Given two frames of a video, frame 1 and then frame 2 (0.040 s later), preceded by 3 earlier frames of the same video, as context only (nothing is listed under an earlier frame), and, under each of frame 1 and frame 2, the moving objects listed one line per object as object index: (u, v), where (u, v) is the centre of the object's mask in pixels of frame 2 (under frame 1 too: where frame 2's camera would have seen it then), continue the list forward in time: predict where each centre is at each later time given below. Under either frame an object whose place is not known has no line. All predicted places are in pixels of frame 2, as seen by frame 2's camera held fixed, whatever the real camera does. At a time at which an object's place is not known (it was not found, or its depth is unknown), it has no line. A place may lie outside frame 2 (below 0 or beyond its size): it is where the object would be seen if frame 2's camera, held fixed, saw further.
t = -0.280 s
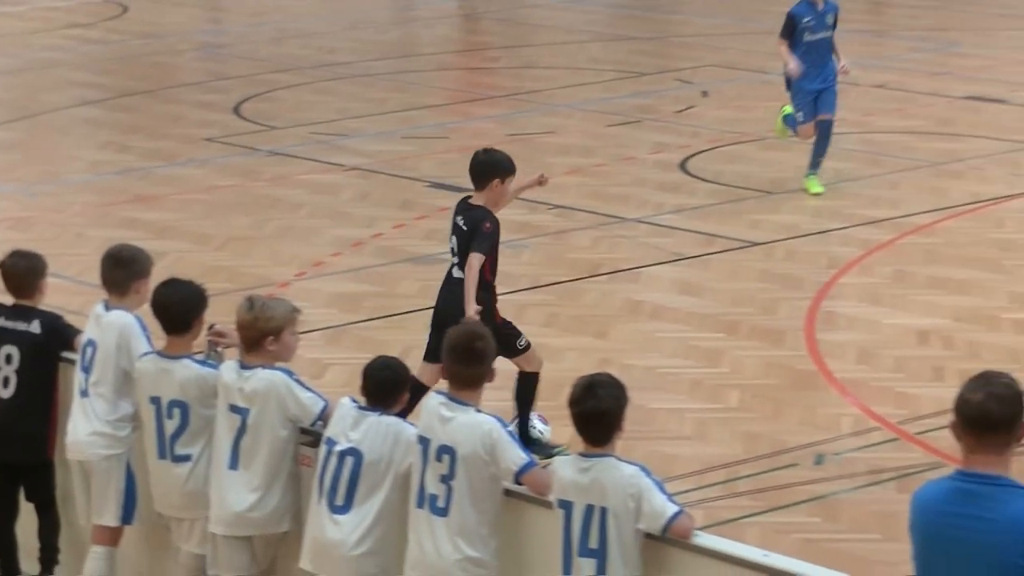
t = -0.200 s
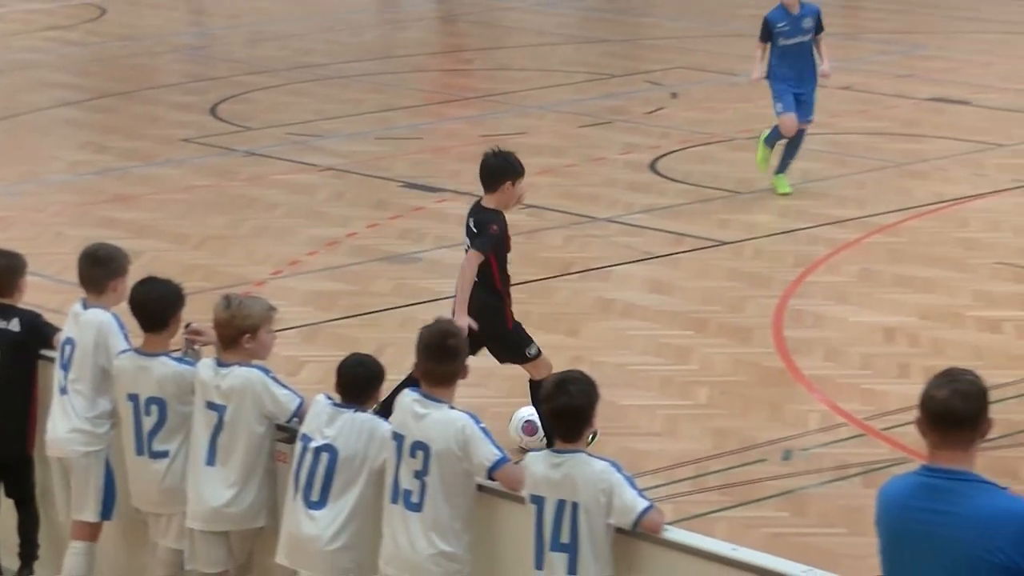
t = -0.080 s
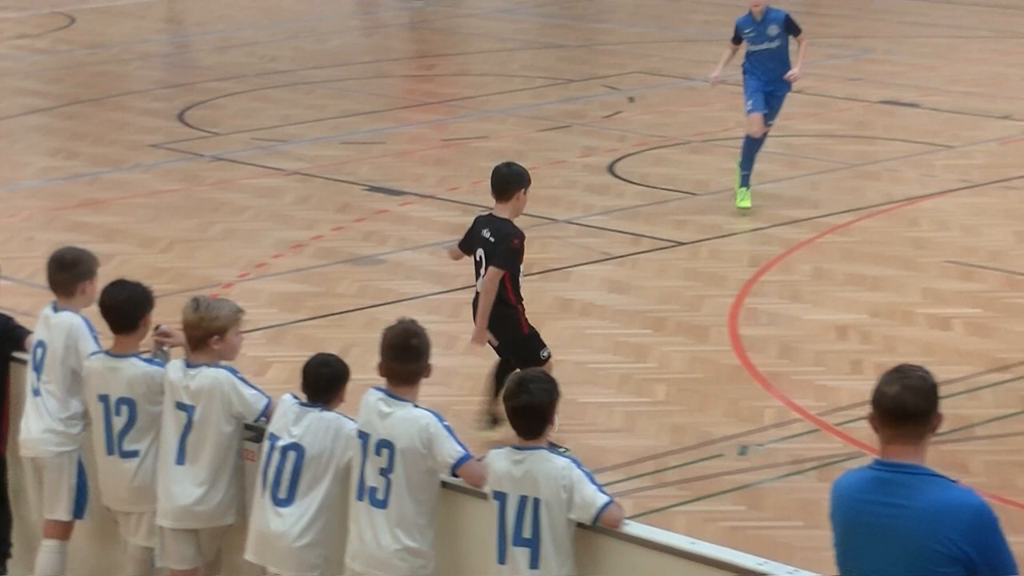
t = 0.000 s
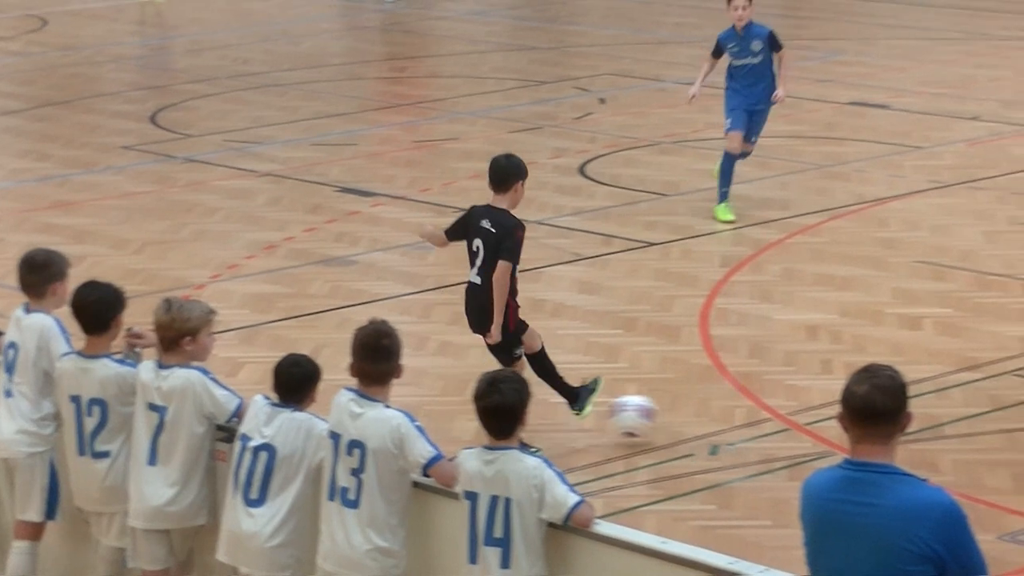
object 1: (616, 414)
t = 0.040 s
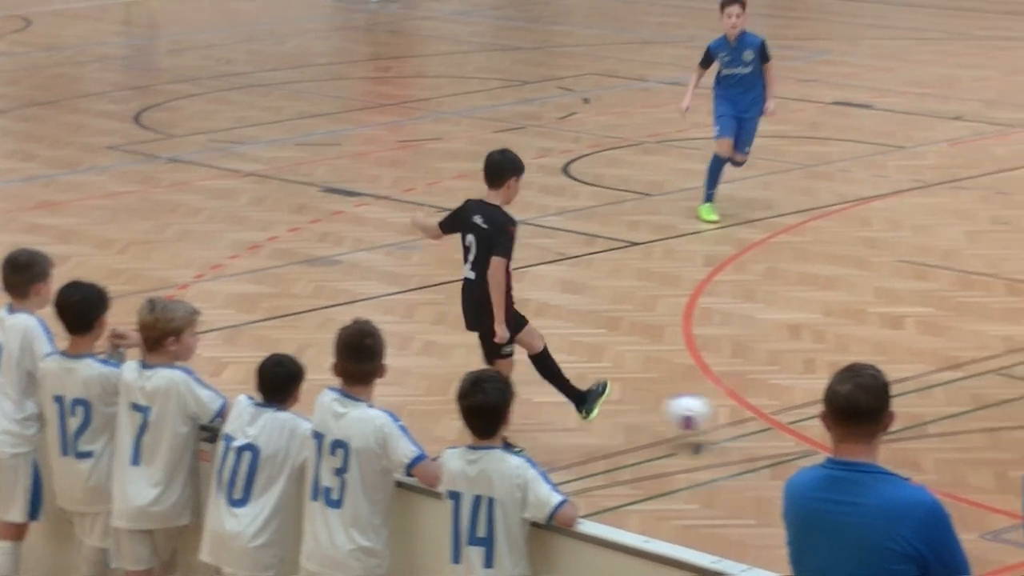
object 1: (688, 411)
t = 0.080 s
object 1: (763, 415)
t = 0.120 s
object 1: (820, 426)
